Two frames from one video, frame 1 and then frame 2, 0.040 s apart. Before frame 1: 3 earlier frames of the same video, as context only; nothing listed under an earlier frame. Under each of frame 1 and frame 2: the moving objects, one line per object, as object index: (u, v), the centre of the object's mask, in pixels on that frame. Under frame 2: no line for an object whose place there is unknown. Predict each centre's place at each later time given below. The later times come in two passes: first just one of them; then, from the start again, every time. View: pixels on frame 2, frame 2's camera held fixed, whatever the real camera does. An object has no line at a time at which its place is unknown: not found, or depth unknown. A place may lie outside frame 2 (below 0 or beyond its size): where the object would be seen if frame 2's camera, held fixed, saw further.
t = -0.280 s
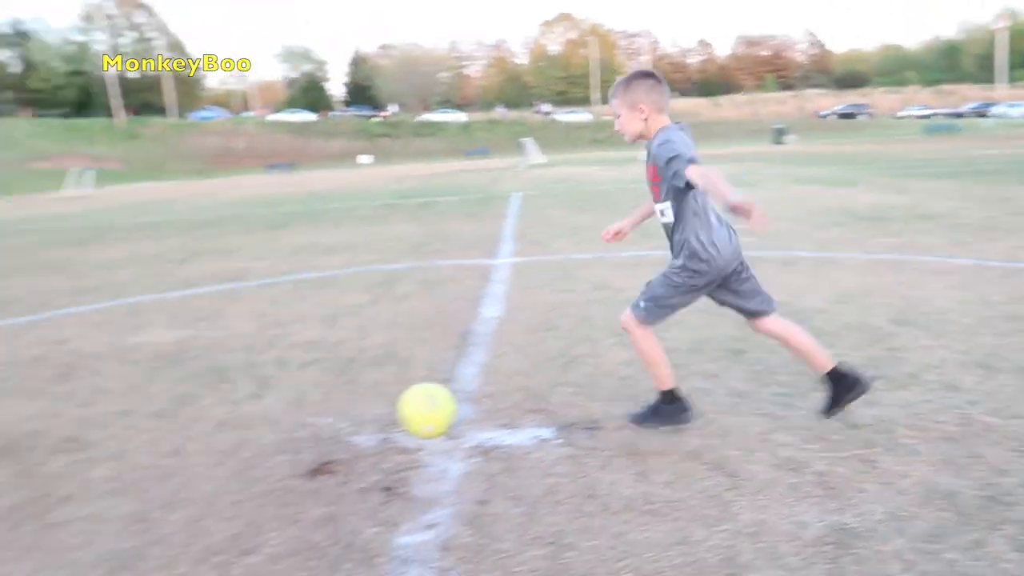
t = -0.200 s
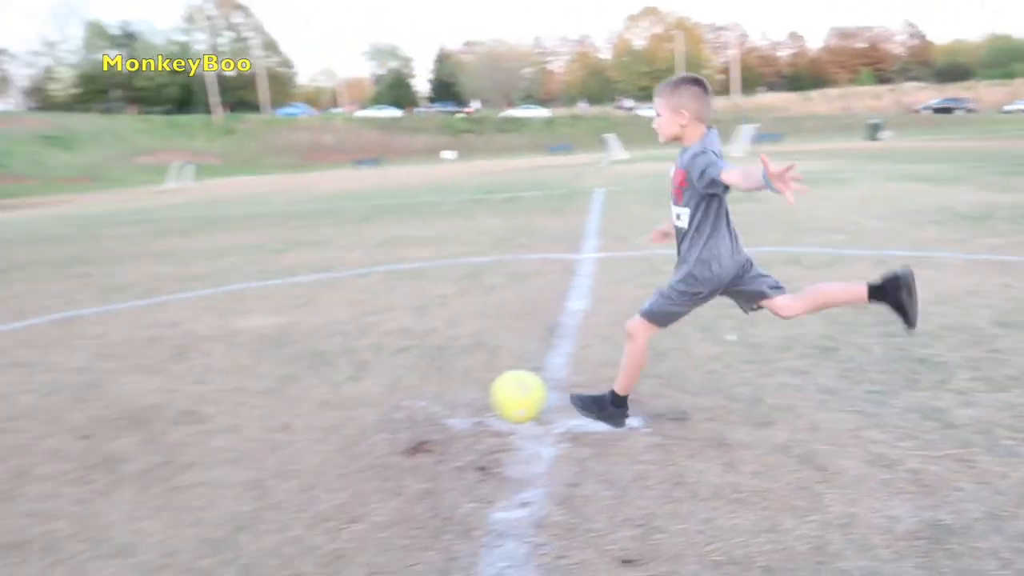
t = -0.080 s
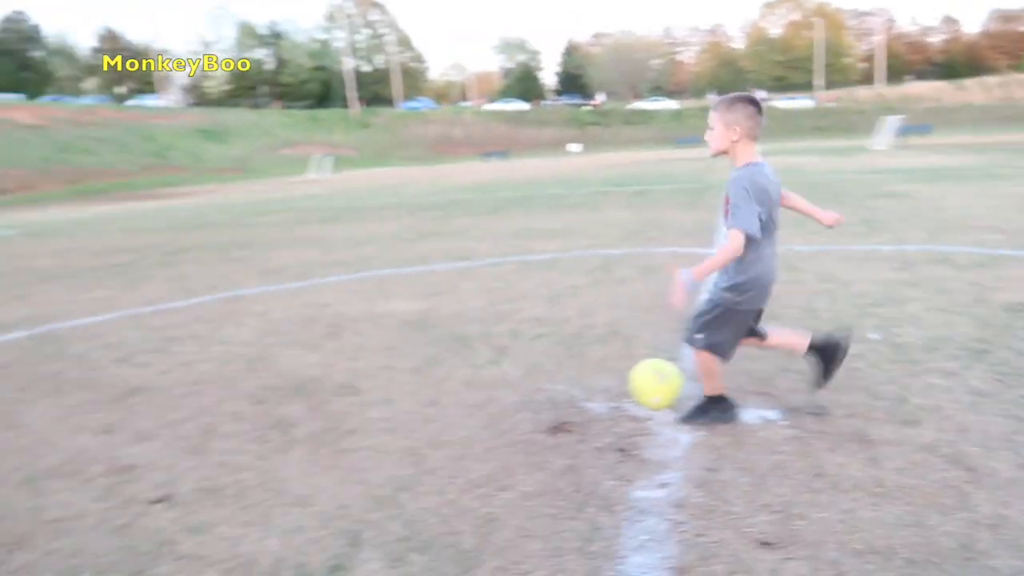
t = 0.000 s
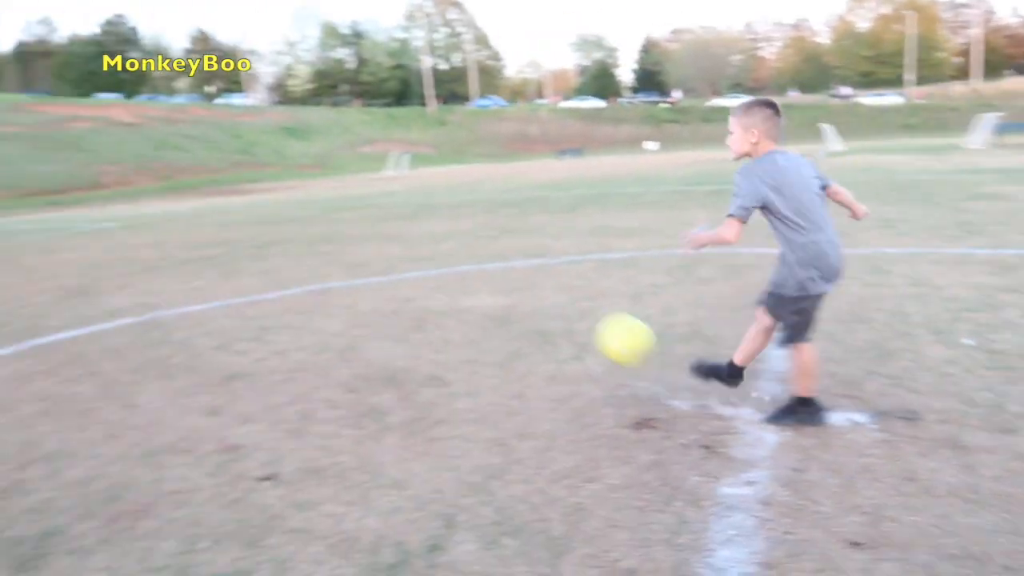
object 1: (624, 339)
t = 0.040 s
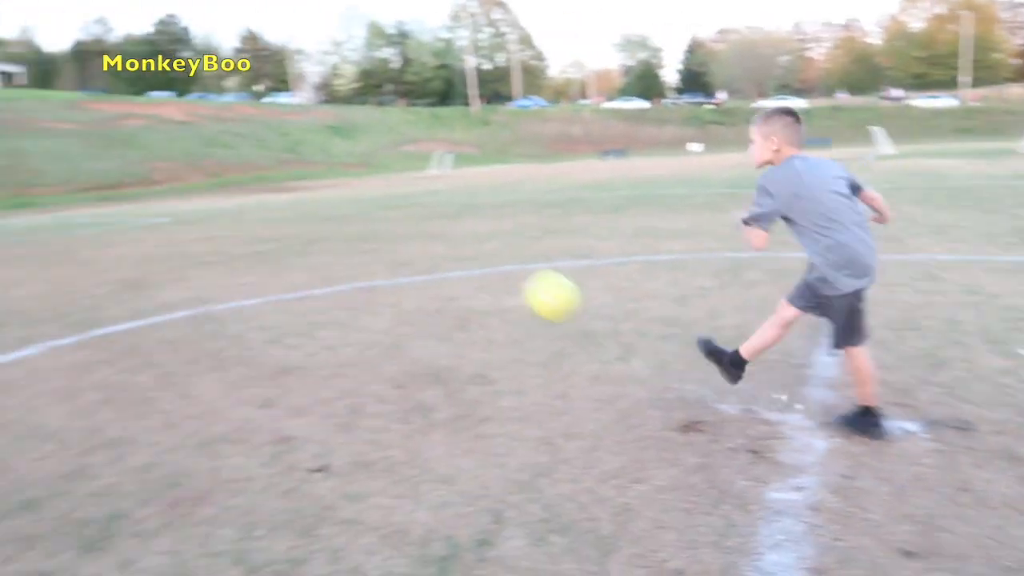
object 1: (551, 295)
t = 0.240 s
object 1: (77, 139)
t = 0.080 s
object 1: (439, 255)
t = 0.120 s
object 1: (337, 220)
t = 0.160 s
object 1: (245, 188)
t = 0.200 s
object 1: (159, 162)
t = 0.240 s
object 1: (77, 139)
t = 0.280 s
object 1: (5, 120)
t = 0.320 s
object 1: (-64, 103)
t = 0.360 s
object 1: (-125, 92)
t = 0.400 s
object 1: (-182, 84)
